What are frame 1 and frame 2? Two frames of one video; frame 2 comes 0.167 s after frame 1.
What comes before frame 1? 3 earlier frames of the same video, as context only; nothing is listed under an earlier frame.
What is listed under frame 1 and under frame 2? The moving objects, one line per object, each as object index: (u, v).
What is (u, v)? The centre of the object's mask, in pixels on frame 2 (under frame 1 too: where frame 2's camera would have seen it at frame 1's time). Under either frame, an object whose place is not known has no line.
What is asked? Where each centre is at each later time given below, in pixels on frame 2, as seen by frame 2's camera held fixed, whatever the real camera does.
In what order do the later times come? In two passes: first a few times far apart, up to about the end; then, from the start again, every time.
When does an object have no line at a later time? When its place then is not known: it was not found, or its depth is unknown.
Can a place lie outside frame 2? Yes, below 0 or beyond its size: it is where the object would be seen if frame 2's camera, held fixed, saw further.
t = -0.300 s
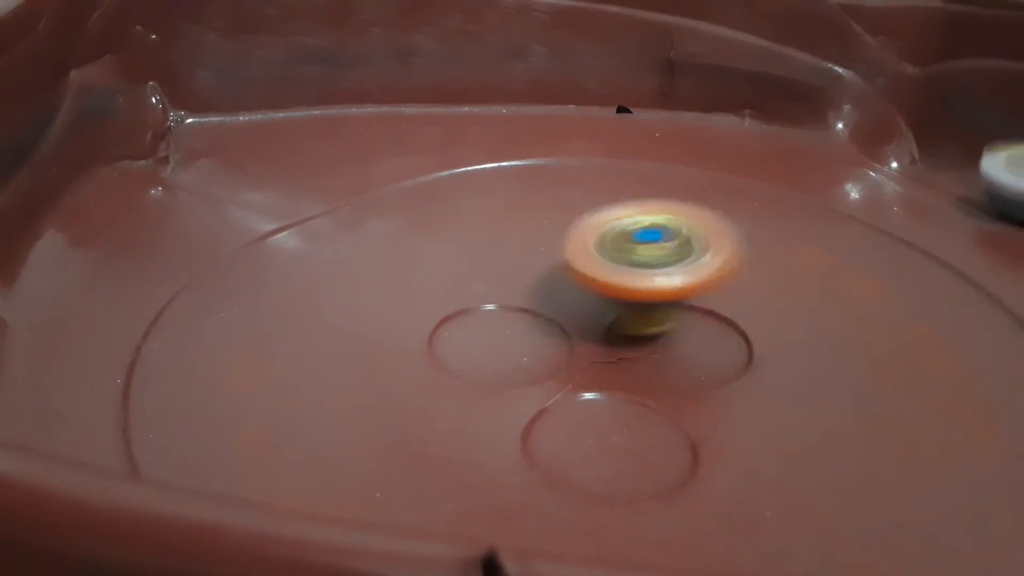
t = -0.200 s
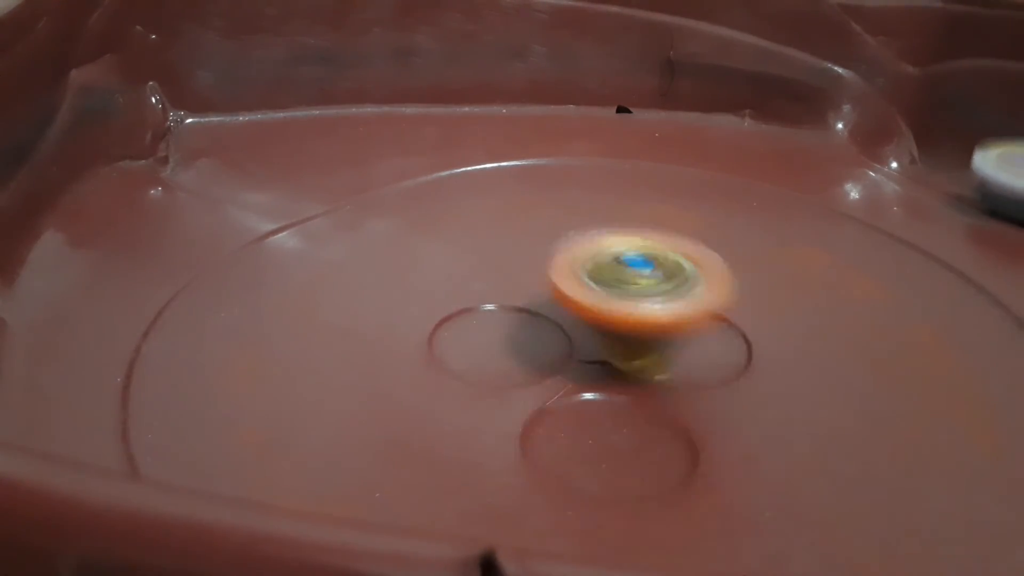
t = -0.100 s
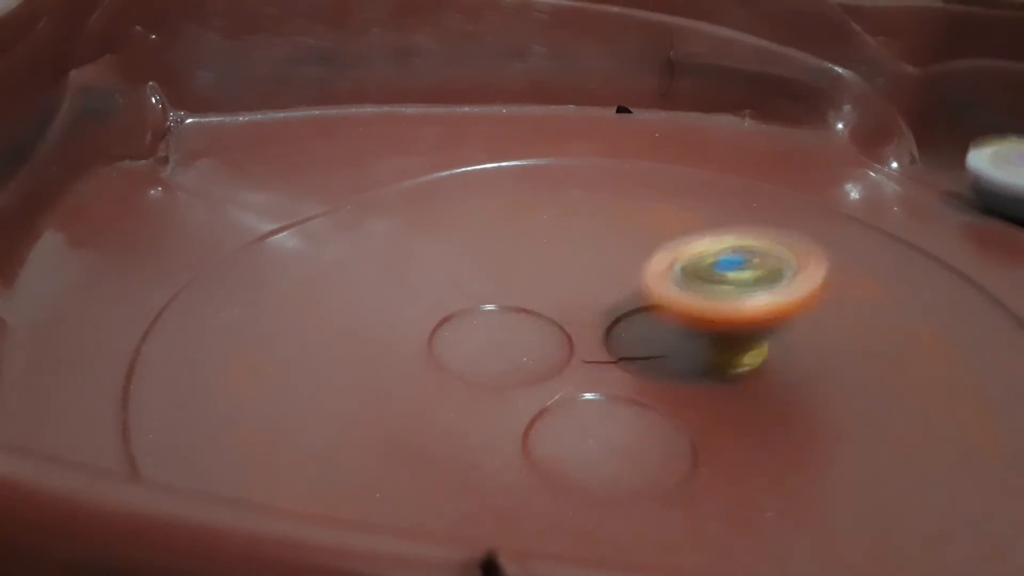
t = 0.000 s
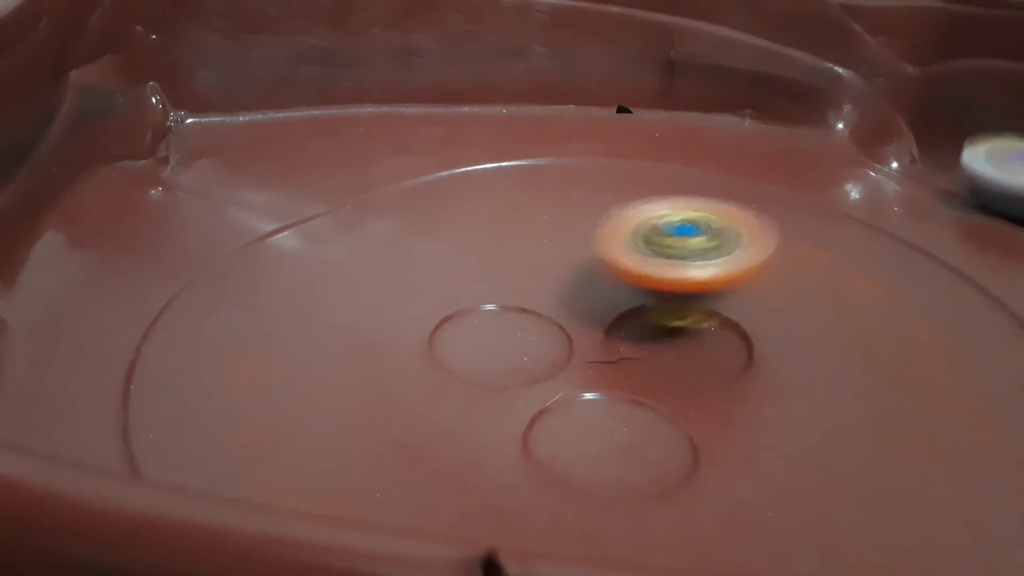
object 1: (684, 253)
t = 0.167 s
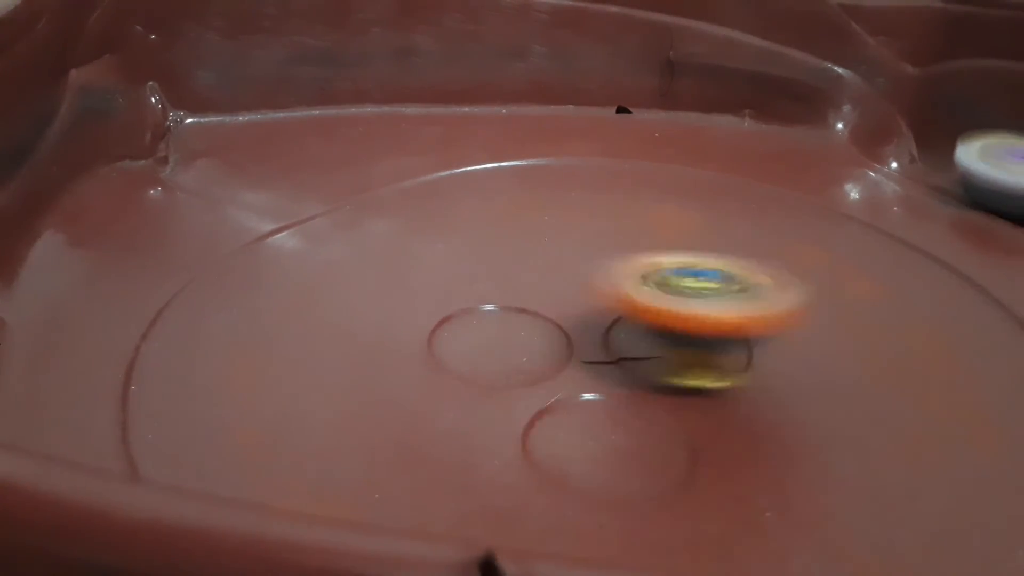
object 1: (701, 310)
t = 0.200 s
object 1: (742, 306)
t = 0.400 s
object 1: (722, 269)
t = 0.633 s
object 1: (663, 315)
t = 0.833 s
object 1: (601, 360)
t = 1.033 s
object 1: (661, 382)
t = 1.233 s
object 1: (595, 347)
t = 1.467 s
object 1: (640, 381)
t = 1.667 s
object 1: (606, 343)
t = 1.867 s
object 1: (615, 383)
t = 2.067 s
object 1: (646, 344)
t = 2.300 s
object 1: (624, 383)
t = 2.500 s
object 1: (634, 344)
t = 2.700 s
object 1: (596, 391)
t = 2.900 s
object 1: (633, 338)
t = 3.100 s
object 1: (604, 395)
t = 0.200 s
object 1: (742, 306)
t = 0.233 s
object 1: (769, 300)
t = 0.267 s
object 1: (782, 294)
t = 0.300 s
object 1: (781, 288)
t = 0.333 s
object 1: (770, 281)
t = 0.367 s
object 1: (752, 275)
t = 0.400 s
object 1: (722, 269)
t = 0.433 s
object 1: (685, 264)
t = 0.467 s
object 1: (653, 262)
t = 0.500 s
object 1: (632, 264)
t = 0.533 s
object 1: (627, 273)
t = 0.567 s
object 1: (634, 287)
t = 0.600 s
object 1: (650, 303)
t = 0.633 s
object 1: (663, 315)
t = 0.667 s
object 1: (672, 324)
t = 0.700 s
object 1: (673, 331)
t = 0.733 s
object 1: (668, 336)
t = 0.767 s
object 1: (650, 345)
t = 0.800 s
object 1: (627, 351)
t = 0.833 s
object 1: (601, 360)
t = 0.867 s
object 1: (593, 368)
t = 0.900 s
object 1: (594, 376)
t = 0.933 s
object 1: (607, 382)
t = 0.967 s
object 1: (626, 386)
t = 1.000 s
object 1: (646, 387)
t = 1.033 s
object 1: (661, 382)
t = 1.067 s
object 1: (669, 371)
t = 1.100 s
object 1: (668, 358)
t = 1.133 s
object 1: (655, 347)
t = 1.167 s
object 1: (639, 342)
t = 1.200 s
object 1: (615, 342)
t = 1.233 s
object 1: (595, 347)
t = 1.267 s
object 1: (576, 354)
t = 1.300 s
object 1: (564, 361)
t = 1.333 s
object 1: (564, 369)
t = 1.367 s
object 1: (574, 377)
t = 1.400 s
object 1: (591, 383)
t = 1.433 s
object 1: (615, 385)
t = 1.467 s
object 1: (640, 381)
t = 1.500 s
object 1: (657, 375)
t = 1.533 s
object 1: (666, 363)
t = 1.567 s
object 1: (664, 350)
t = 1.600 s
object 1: (652, 341)
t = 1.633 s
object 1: (633, 340)
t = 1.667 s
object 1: (606, 343)
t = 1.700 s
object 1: (581, 348)
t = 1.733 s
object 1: (566, 356)
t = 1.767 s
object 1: (564, 366)
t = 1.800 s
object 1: (574, 375)
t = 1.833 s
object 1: (590, 382)
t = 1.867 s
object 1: (615, 383)
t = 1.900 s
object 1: (640, 383)
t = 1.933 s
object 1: (664, 376)
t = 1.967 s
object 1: (679, 364)
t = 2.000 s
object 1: (679, 354)
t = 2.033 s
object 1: (665, 348)
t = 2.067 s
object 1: (646, 344)
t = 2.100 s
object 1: (628, 343)
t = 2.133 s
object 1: (603, 345)
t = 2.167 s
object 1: (587, 353)
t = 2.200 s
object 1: (581, 363)
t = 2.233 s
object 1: (588, 372)
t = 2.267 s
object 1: (603, 379)
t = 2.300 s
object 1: (624, 383)
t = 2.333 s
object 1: (648, 384)
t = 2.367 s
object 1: (668, 379)
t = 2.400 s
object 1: (681, 368)
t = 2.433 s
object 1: (677, 354)
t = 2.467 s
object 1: (655, 346)
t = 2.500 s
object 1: (634, 344)
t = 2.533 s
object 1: (607, 343)
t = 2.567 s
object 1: (584, 349)
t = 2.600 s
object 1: (568, 357)
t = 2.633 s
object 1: (565, 369)
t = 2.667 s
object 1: (574, 381)
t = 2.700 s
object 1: (596, 391)
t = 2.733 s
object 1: (625, 392)
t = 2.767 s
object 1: (654, 389)
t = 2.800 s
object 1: (679, 379)
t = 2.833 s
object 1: (686, 361)
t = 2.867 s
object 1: (665, 342)
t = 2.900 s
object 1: (633, 338)
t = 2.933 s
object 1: (599, 337)
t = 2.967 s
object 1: (573, 344)
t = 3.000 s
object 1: (558, 363)
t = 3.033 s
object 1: (561, 376)
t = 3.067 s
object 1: (578, 387)
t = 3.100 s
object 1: (604, 395)
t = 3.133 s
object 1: (639, 395)
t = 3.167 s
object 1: (669, 388)
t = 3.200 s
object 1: (689, 373)
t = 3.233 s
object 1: (681, 349)
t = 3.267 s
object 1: (659, 331)
